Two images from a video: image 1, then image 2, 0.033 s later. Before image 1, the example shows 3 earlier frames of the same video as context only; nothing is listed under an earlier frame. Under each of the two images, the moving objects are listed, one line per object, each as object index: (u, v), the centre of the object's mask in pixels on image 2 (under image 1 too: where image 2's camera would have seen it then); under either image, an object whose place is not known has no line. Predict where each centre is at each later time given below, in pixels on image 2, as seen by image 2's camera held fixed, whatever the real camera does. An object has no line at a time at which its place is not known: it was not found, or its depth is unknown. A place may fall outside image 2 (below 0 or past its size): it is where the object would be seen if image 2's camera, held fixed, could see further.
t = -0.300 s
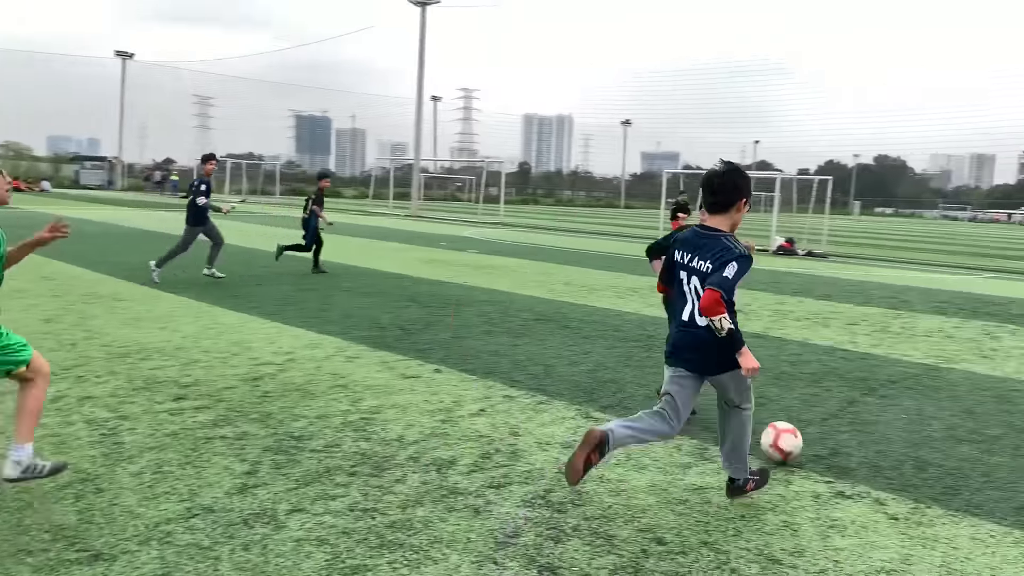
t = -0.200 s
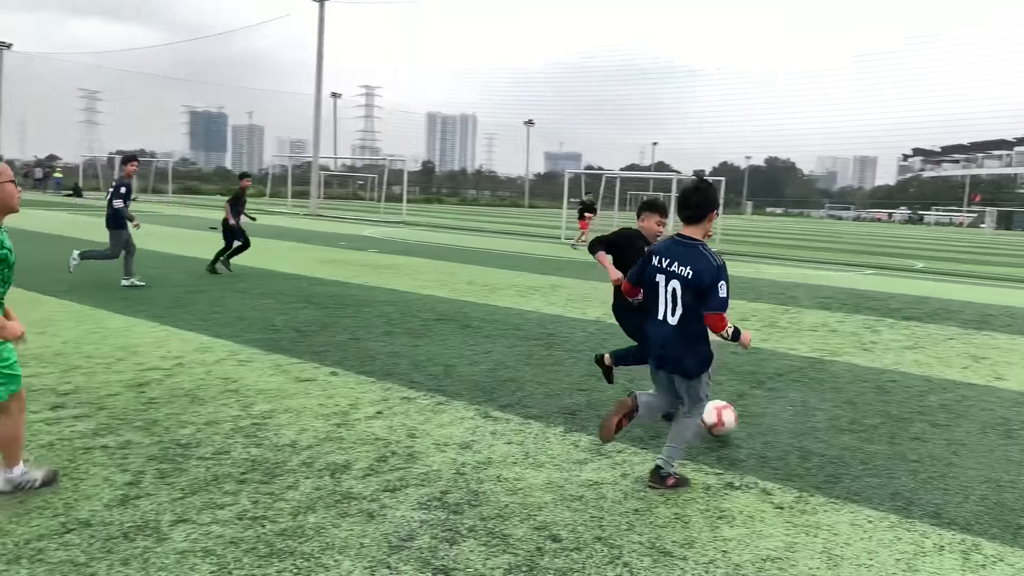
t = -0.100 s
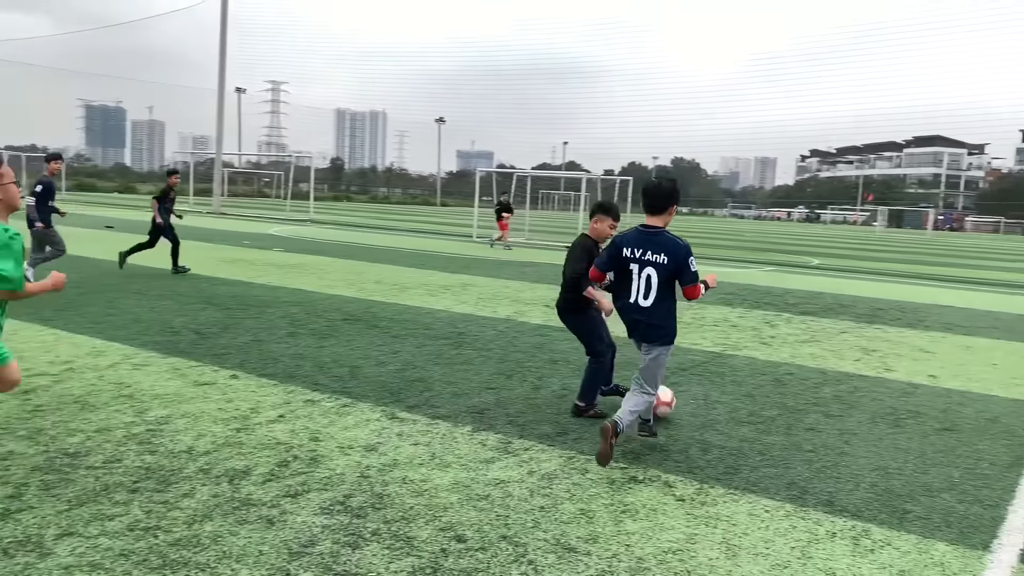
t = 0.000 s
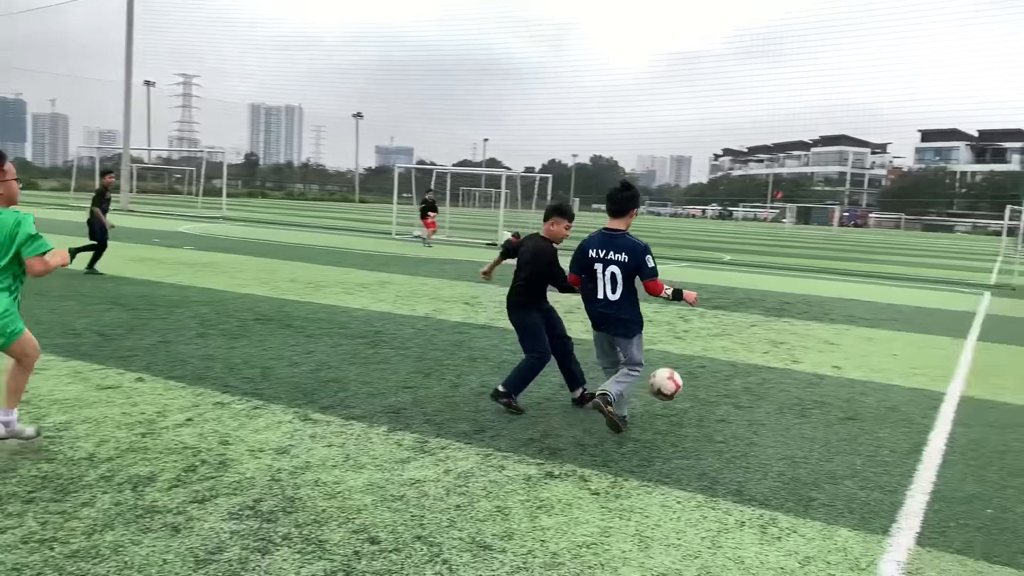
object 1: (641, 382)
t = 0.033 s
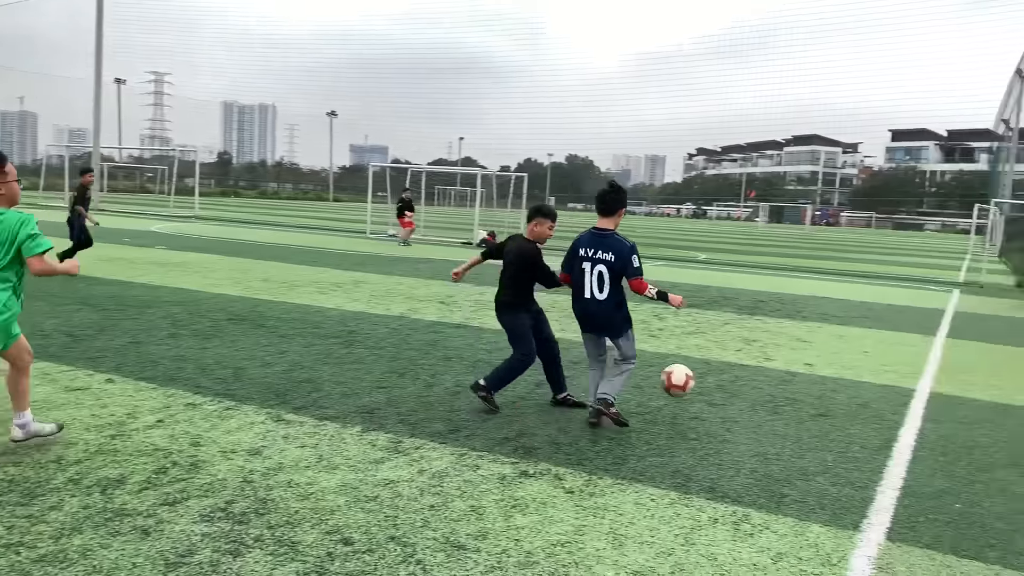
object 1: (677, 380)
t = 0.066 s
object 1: (714, 380)
